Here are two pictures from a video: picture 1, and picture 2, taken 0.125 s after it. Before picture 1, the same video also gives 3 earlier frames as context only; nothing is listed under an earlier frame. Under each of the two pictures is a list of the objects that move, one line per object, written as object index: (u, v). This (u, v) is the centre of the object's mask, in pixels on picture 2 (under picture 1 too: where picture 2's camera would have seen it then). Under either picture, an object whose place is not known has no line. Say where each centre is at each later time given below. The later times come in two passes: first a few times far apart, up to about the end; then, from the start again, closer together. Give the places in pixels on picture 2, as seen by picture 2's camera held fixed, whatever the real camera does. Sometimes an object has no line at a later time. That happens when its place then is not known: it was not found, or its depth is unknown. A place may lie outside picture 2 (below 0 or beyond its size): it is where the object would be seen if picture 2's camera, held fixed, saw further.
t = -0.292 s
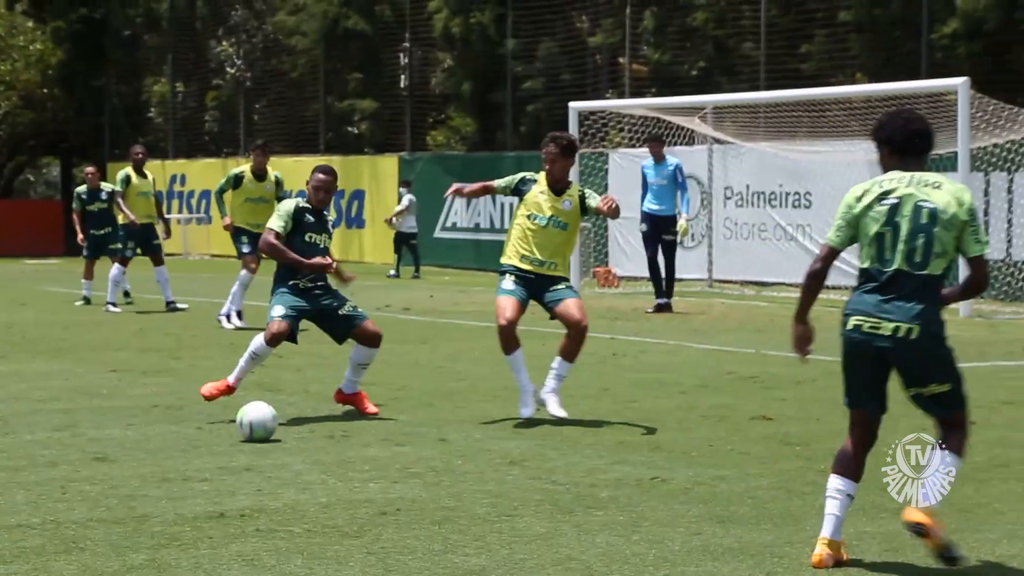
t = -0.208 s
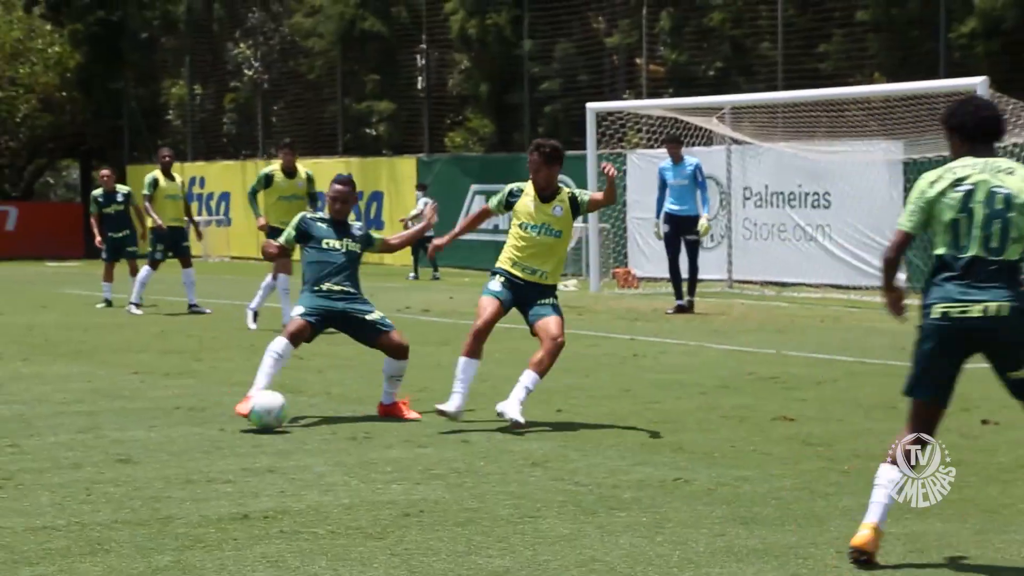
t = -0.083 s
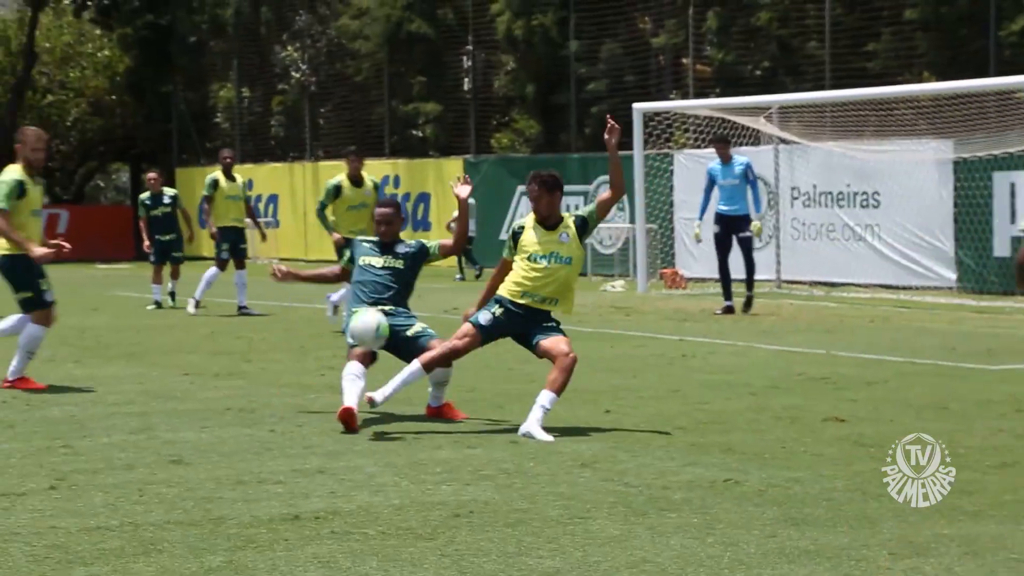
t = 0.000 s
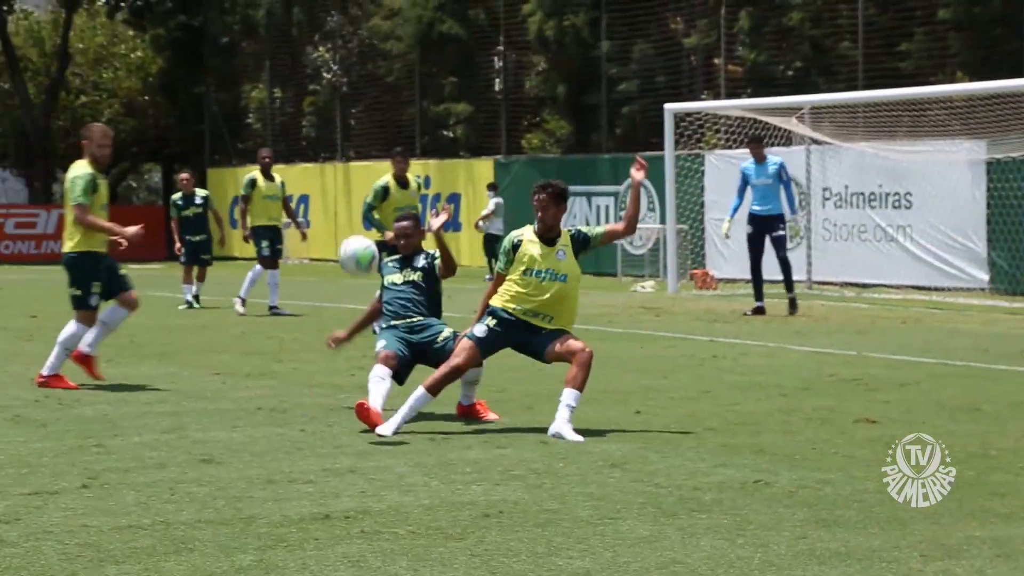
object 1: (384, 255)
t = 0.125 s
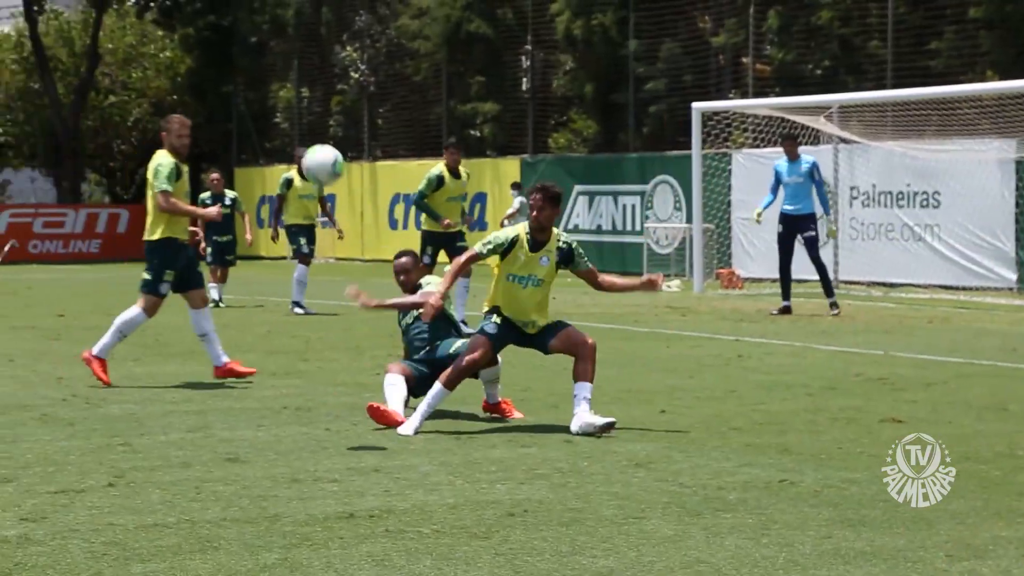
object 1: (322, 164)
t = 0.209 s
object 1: (282, 118)
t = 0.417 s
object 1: (175, 50)
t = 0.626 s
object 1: (65, 60)
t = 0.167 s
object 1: (302, 141)
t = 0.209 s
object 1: (282, 118)
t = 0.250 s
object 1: (262, 98)
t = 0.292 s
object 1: (242, 81)
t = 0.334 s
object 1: (220, 68)
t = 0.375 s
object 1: (197, 57)
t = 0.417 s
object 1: (175, 50)
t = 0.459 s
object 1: (152, 45)
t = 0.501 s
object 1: (129, 43)
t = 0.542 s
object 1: (106, 46)
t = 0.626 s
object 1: (65, 60)
